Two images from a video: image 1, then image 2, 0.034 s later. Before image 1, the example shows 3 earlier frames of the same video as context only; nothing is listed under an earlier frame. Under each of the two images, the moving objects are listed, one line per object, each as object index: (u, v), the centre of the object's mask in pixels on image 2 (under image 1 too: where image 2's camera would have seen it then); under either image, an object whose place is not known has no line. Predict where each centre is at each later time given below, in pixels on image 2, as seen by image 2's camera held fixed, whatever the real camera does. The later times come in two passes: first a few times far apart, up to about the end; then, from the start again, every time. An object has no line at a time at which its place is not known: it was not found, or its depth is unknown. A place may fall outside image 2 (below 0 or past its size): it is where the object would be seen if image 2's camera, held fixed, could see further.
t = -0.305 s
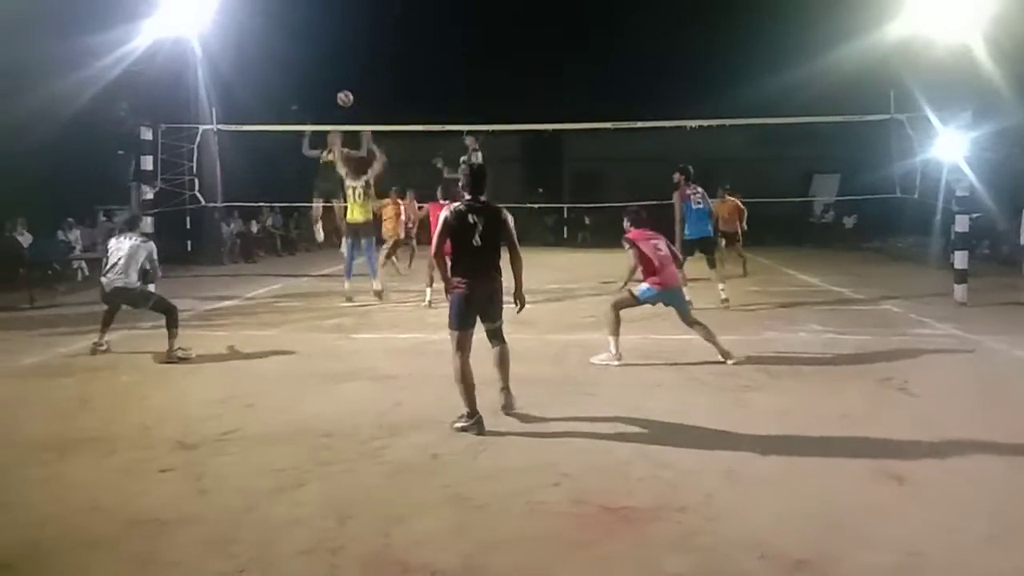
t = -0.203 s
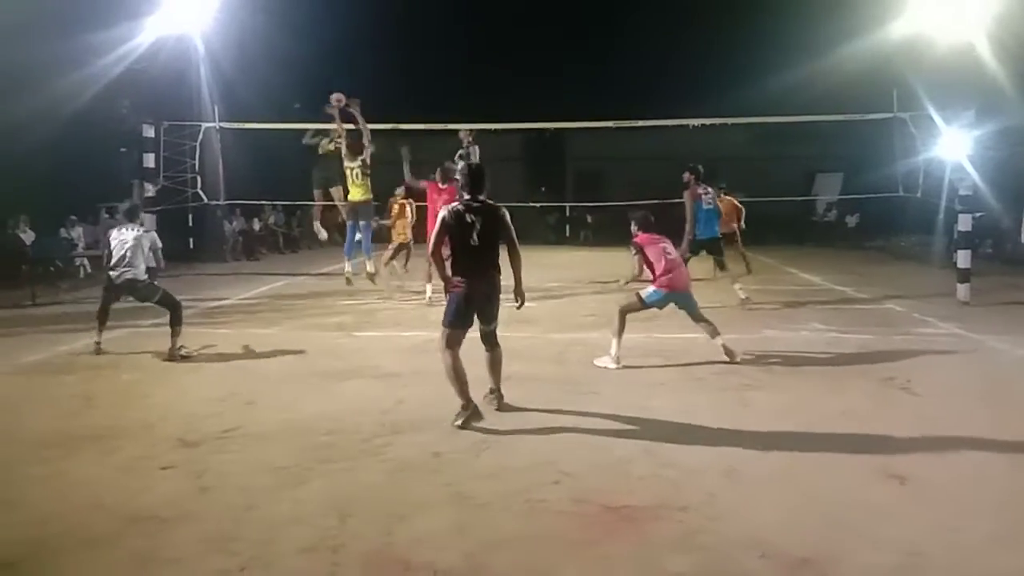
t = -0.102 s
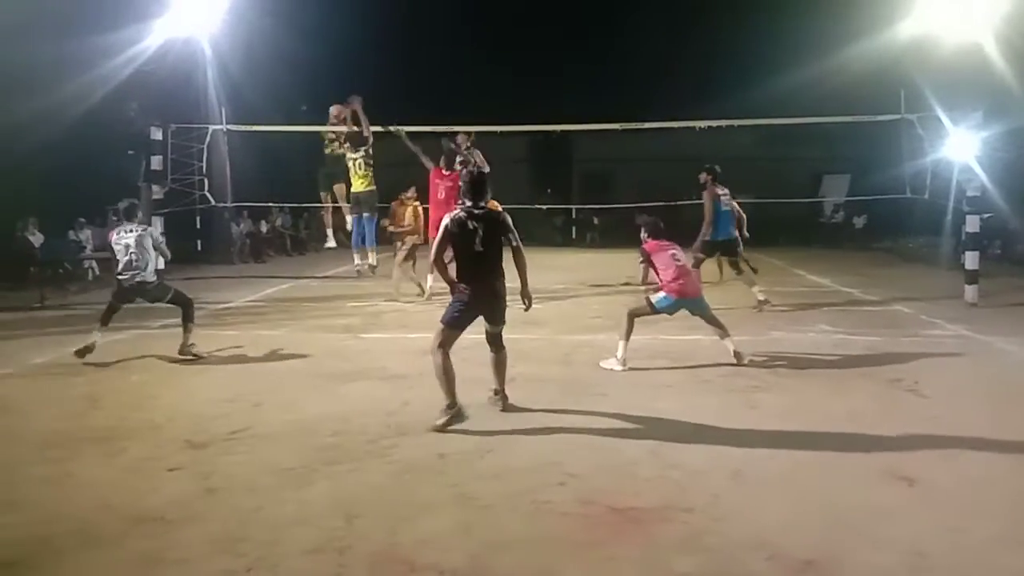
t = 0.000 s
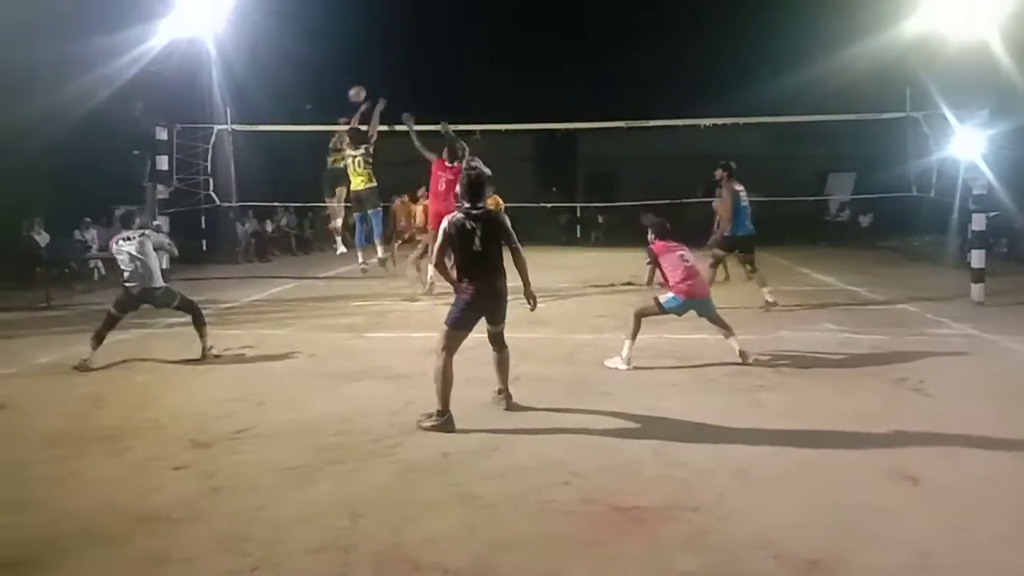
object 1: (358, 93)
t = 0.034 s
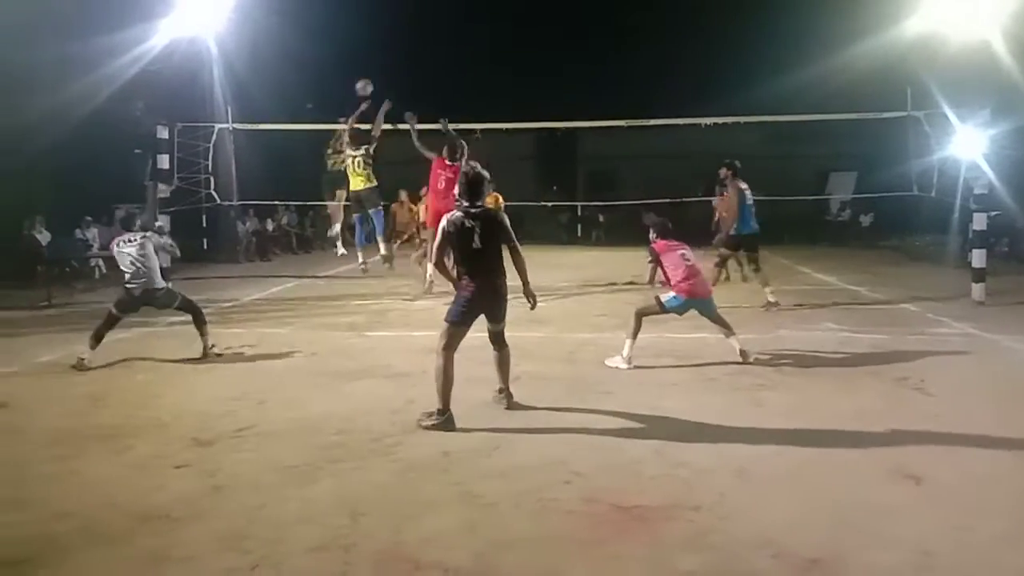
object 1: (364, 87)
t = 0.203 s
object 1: (393, 70)
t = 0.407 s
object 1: (434, 77)
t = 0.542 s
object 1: (464, 101)
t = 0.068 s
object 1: (369, 82)
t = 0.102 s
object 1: (375, 78)
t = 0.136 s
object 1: (381, 74)
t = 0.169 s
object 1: (387, 72)
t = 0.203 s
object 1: (393, 70)
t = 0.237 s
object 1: (400, 69)
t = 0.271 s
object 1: (406, 69)
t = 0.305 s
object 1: (413, 70)
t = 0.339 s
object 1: (420, 71)
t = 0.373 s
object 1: (427, 74)
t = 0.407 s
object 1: (434, 77)
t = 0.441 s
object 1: (441, 82)
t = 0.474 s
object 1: (448, 87)
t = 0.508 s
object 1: (456, 94)
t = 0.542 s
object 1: (464, 101)
